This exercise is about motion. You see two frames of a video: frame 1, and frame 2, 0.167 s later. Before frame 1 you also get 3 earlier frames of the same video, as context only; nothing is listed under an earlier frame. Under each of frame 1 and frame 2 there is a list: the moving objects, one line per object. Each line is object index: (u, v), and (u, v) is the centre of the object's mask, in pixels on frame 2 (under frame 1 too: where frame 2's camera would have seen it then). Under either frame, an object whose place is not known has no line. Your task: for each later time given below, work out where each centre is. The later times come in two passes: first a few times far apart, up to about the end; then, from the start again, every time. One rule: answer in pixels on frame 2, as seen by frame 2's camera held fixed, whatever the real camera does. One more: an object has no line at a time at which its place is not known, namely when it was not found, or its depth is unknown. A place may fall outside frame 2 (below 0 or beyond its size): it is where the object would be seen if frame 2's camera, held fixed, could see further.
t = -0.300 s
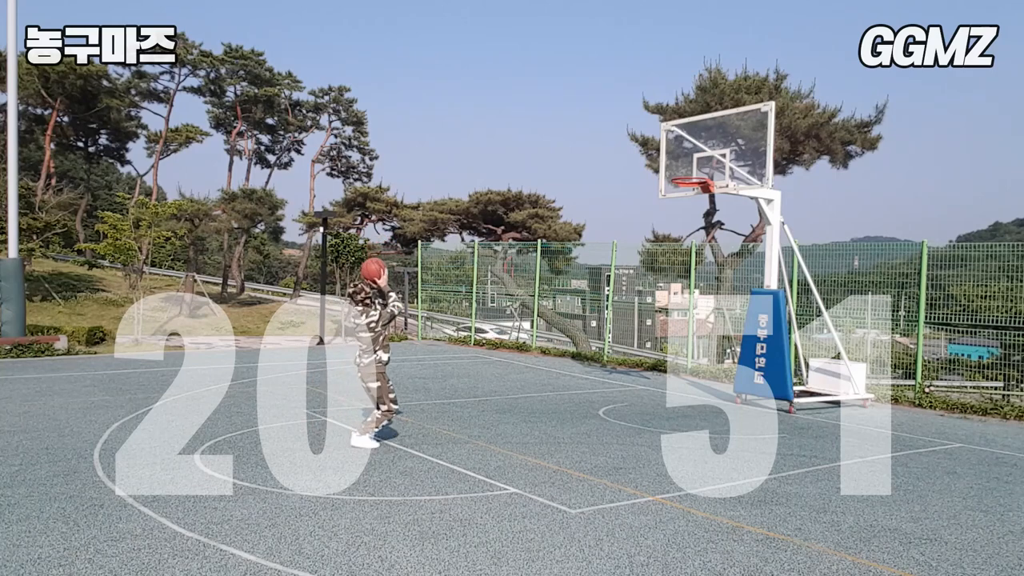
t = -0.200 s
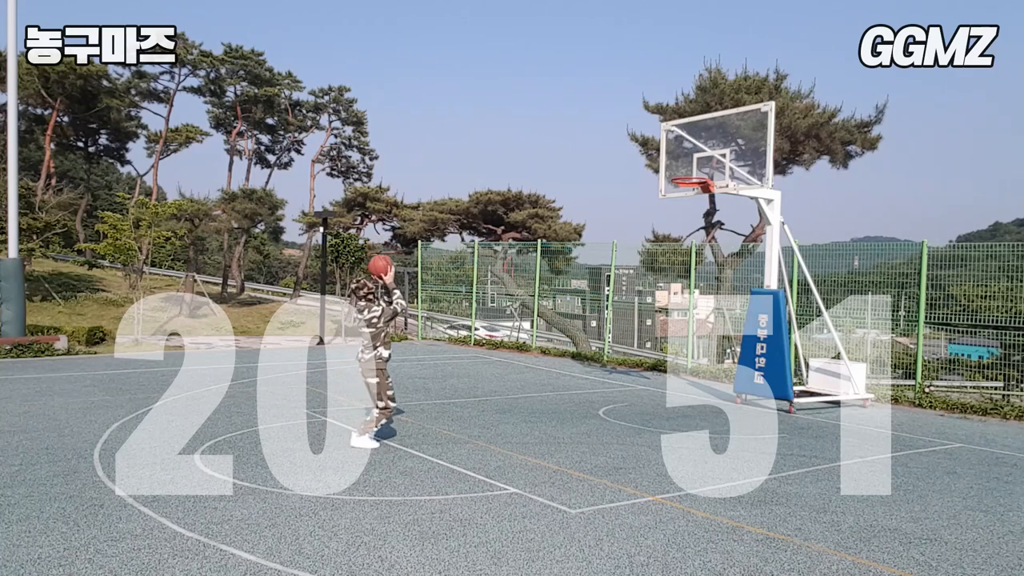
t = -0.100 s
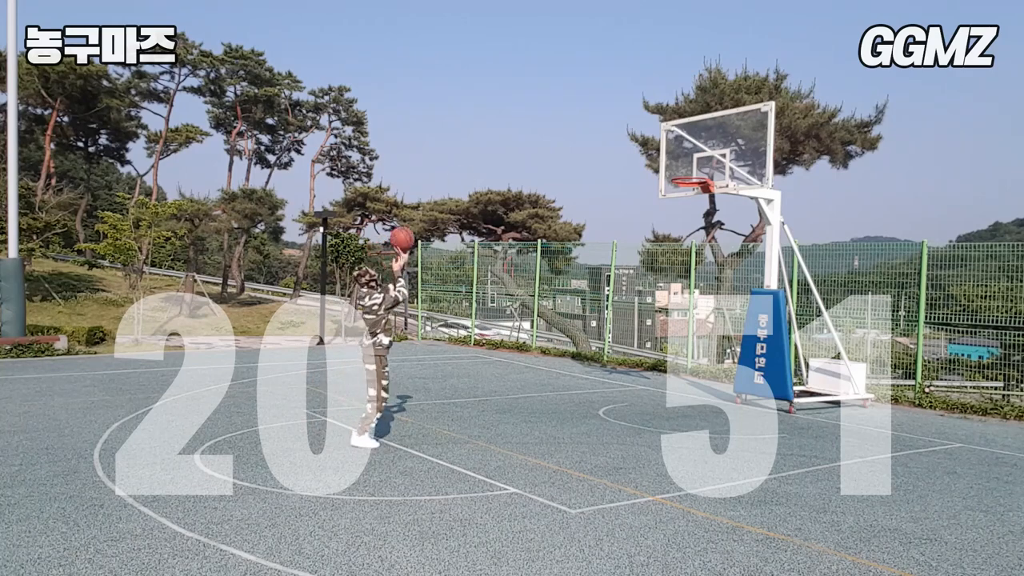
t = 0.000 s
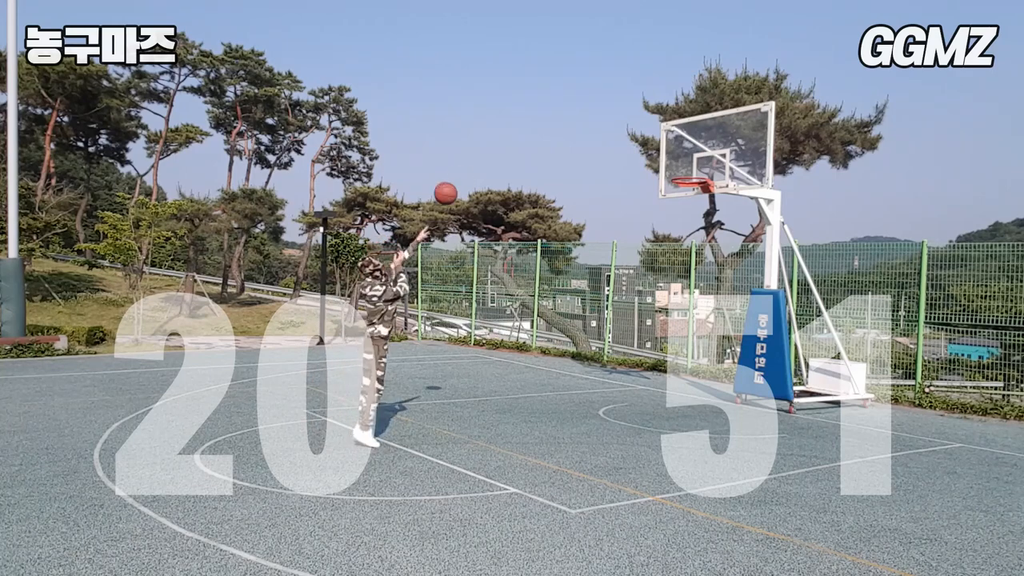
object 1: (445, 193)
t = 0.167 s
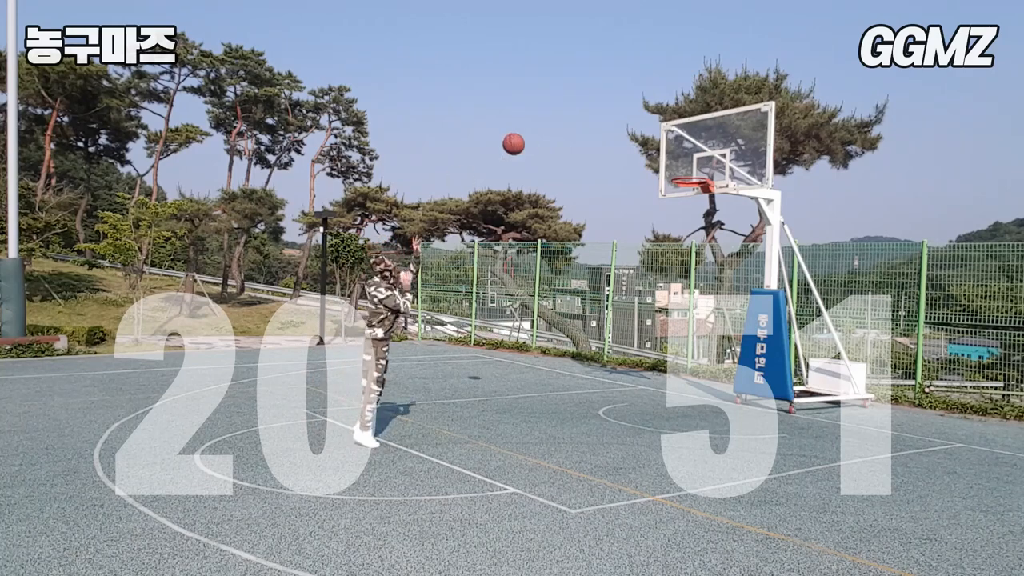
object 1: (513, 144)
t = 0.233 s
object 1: (538, 132)
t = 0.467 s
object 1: (615, 126)
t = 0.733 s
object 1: (687, 170)
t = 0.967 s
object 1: (665, 246)
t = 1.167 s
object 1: (630, 348)
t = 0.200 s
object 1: (526, 137)
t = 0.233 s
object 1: (538, 132)
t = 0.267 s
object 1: (550, 129)
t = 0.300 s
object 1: (561, 126)
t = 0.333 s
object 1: (573, 124)
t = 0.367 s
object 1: (583, 123)
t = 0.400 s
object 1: (594, 123)
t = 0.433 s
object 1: (604, 124)
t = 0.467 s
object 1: (615, 126)
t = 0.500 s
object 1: (624, 129)
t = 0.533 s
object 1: (634, 133)
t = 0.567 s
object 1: (643, 137)
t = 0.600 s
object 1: (652, 142)
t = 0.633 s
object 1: (661, 148)
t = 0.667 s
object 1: (670, 155)
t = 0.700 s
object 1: (678, 163)
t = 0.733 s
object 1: (687, 170)
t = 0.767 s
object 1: (695, 180)
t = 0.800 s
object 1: (693, 188)
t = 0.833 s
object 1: (687, 198)
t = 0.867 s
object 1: (682, 209)
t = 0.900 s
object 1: (676, 220)
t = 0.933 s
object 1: (671, 233)
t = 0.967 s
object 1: (665, 246)
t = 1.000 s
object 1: (660, 260)
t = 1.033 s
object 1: (654, 276)
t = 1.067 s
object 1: (648, 292)
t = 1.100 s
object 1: (642, 310)
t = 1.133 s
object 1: (636, 328)
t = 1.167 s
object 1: (630, 348)
